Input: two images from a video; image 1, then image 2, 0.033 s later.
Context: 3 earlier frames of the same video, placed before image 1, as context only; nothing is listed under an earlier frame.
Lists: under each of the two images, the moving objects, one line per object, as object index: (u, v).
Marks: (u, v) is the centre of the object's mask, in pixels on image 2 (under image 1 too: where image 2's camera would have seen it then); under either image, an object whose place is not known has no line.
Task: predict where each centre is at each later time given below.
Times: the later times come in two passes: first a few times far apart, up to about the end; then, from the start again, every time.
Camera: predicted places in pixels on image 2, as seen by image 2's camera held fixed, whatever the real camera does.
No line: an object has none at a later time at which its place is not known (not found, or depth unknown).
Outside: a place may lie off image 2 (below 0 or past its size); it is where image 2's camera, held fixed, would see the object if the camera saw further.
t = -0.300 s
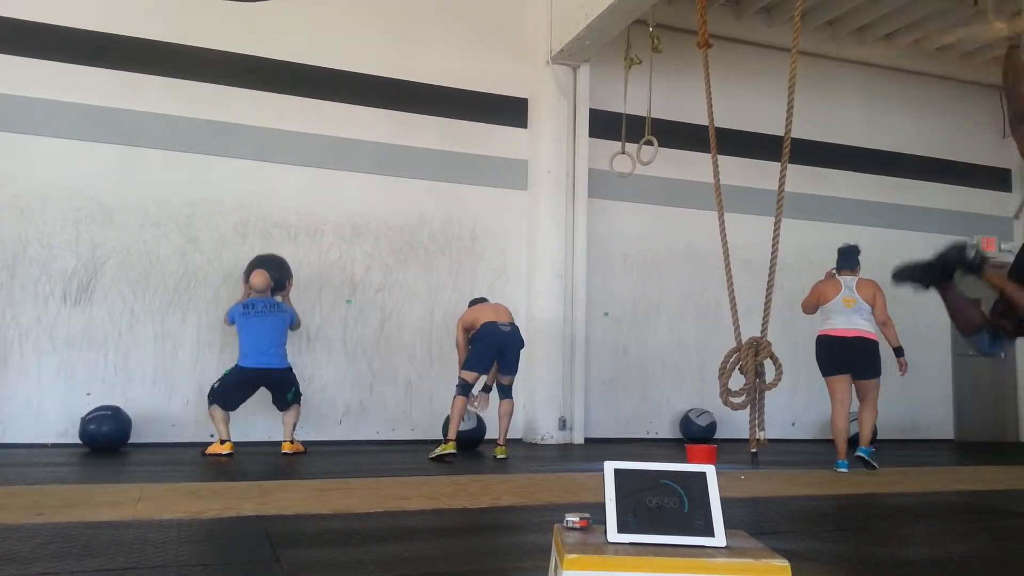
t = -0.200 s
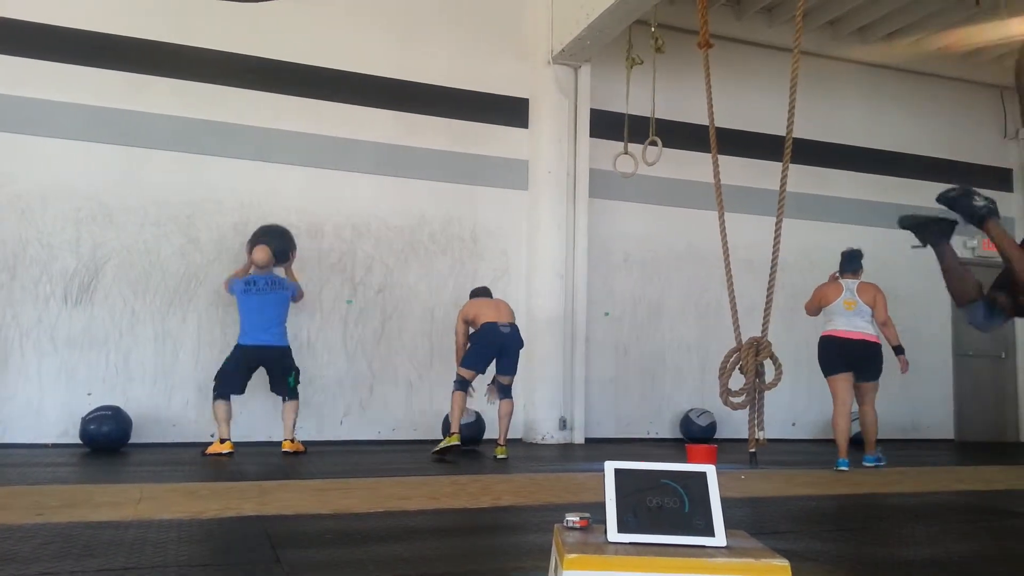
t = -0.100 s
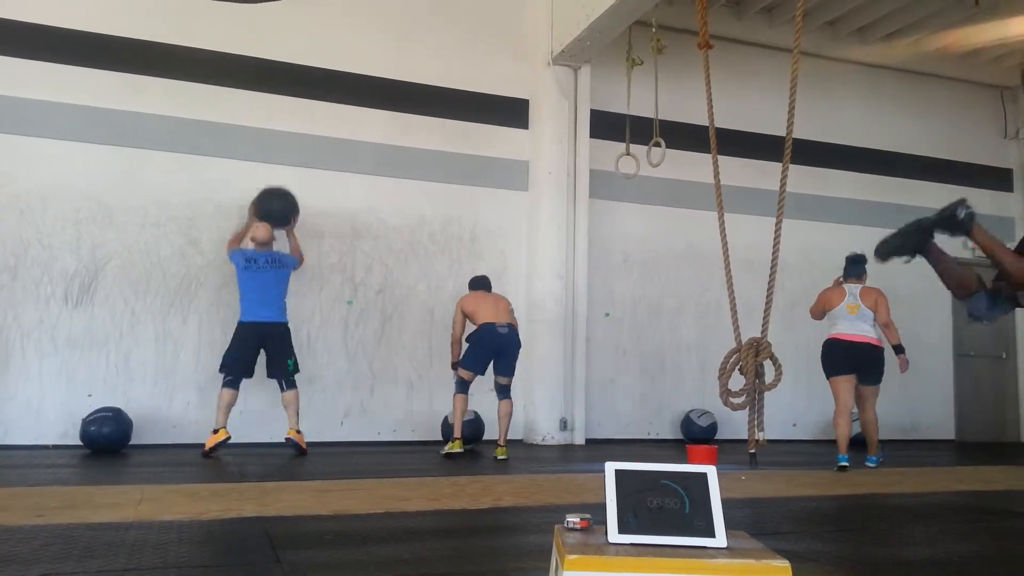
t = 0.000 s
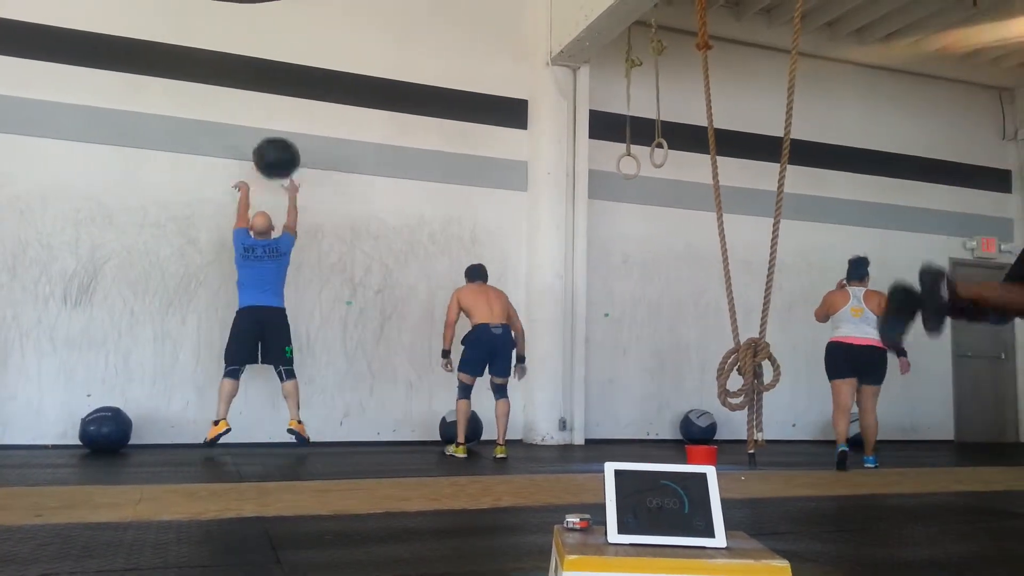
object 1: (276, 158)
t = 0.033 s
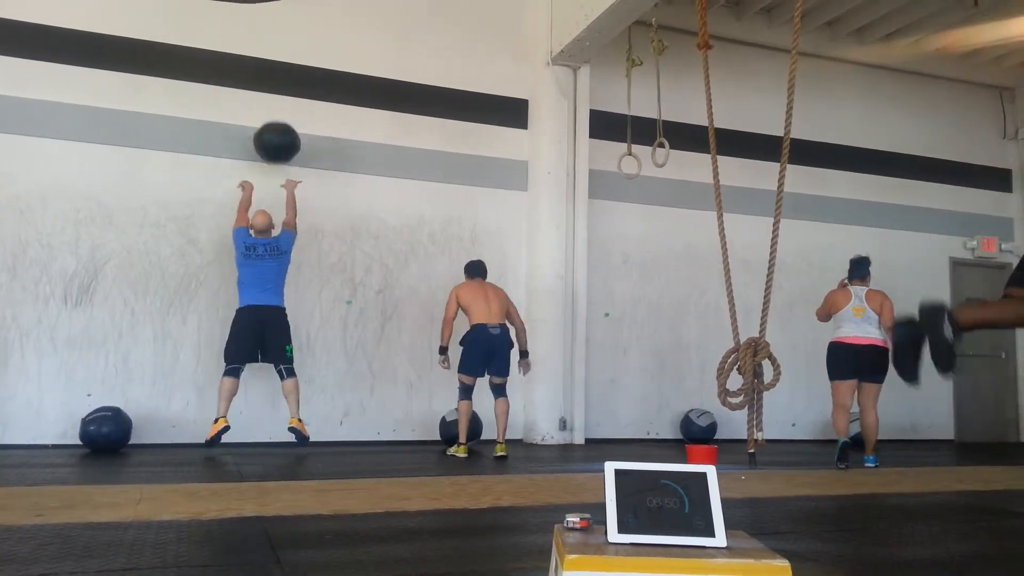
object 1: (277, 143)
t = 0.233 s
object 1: (276, 78)
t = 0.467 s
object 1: (272, 66)
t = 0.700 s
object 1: (270, 107)
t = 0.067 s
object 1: (277, 128)
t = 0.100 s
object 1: (276, 115)
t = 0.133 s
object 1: (276, 105)
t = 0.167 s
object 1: (276, 95)
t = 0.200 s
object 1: (276, 86)
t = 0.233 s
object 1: (276, 78)
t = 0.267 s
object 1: (273, 72)
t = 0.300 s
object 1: (273, 68)
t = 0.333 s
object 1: (274, 66)
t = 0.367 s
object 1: (273, 65)
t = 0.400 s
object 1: (273, 63)
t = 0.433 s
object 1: (272, 63)
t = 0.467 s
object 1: (272, 66)
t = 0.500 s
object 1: (271, 69)
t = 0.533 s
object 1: (270, 72)
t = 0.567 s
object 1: (270, 77)
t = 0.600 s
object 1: (269, 84)
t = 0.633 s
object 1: (271, 91)
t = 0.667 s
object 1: (270, 98)
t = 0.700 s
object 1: (270, 107)
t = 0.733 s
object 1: (269, 116)
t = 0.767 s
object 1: (268, 126)
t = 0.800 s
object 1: (268, 138)
